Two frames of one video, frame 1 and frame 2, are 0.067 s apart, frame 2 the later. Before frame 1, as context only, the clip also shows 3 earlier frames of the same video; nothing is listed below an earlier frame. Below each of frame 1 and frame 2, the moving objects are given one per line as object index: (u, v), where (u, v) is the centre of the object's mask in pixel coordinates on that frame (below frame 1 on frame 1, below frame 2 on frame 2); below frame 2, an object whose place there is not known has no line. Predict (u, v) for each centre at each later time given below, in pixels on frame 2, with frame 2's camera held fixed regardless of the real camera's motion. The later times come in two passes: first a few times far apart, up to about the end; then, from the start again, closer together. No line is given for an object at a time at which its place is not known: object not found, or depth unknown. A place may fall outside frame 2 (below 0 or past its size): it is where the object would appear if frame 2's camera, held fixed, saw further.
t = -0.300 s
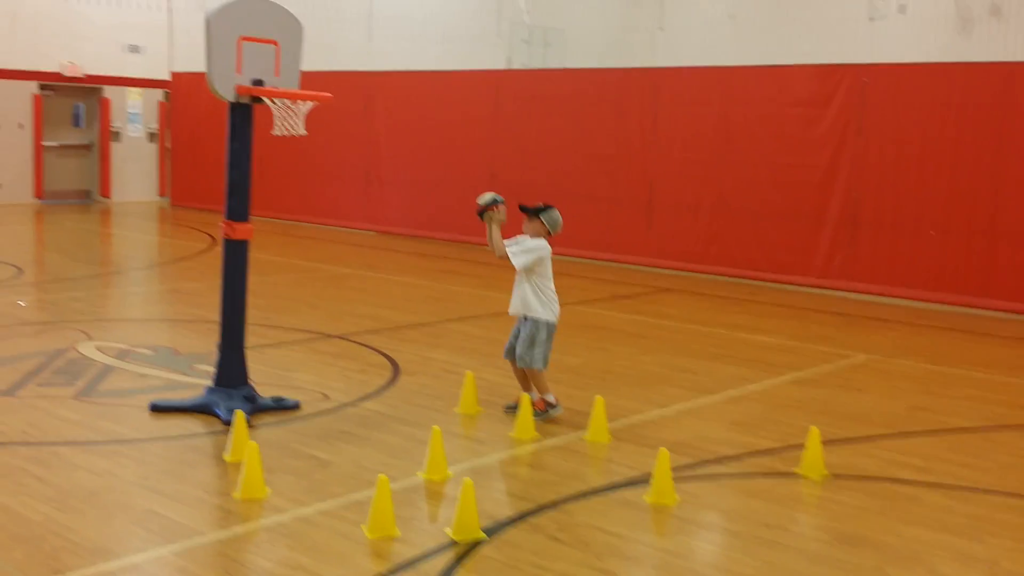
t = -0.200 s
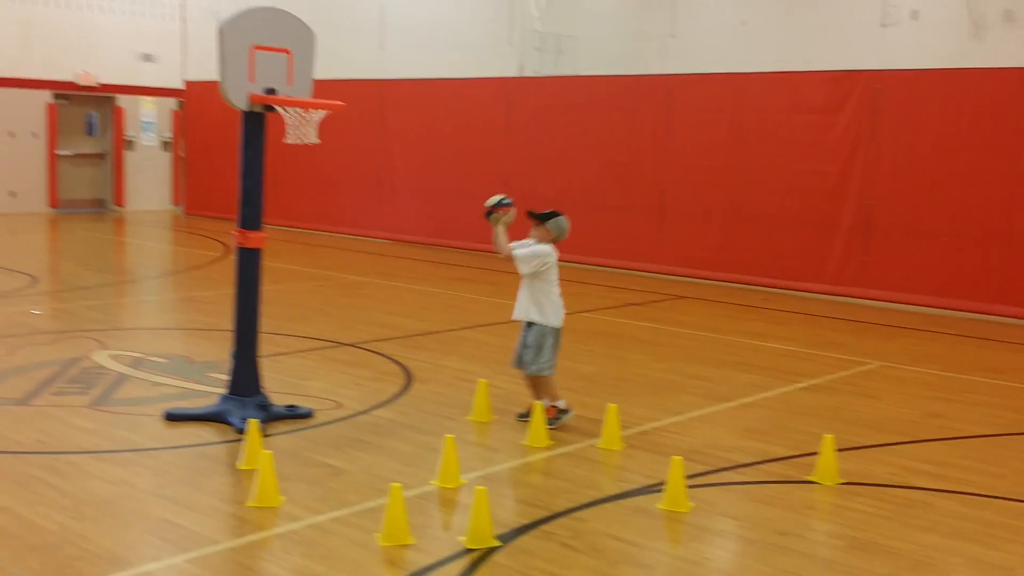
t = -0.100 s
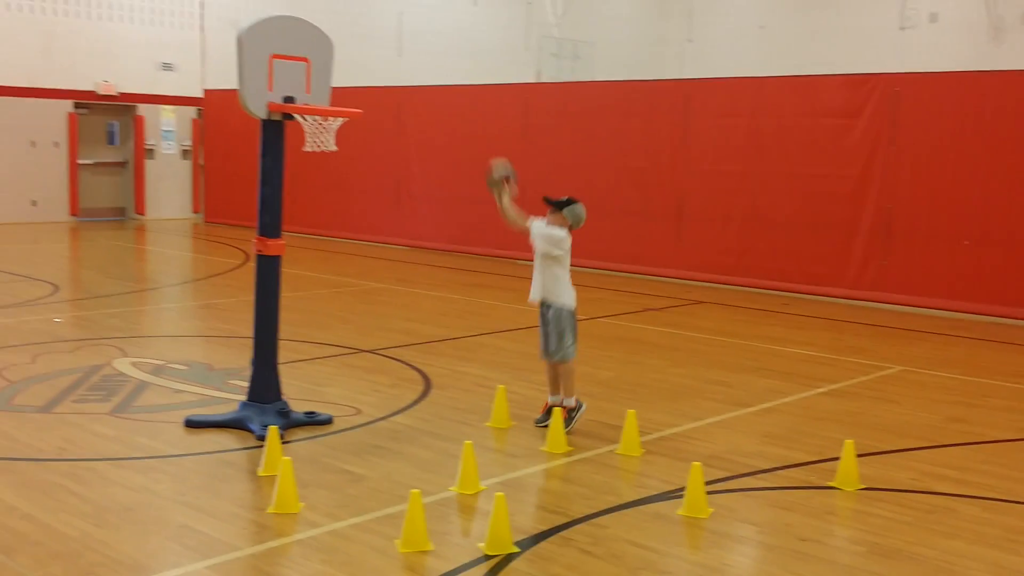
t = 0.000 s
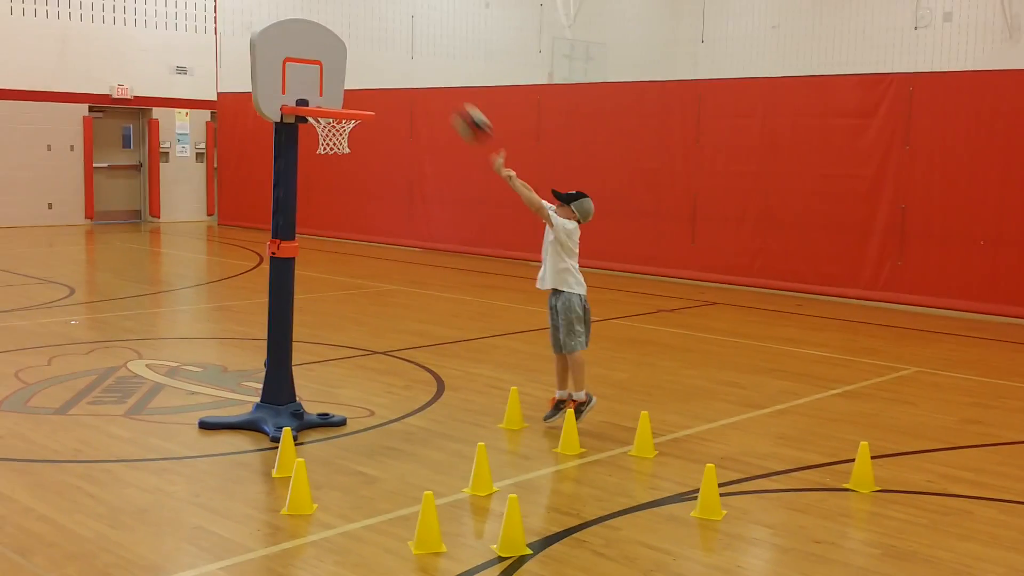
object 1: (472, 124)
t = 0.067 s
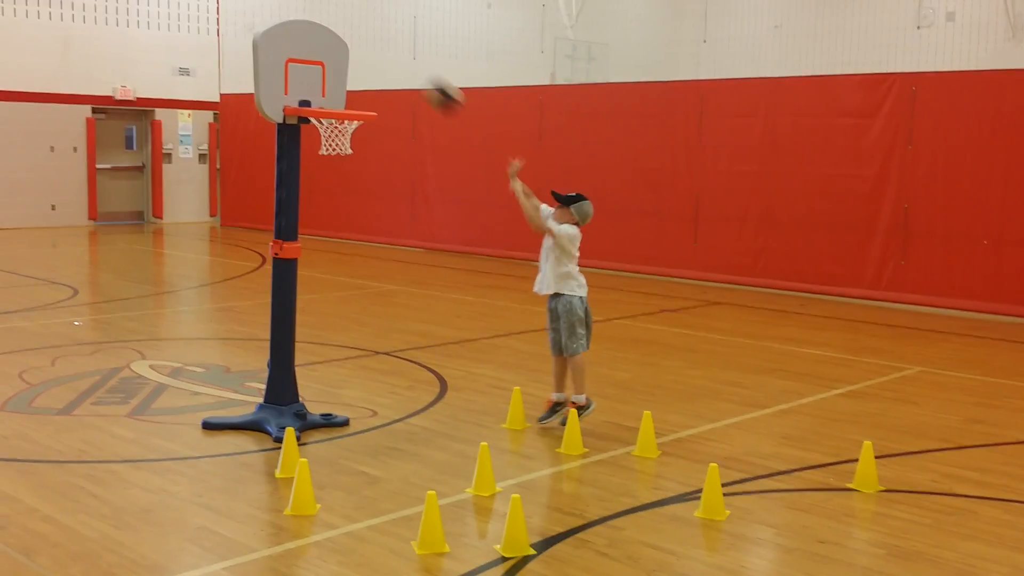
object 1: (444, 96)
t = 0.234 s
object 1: (363, 55)
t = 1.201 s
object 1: (437, 246)
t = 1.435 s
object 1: (471, 405)
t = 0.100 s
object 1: (426, 83)
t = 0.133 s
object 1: (408, 72)
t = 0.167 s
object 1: (393, 64)
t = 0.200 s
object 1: (378, 58)
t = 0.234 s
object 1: (363, 55)
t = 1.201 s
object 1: (437, 246)
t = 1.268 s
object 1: (448, 301)
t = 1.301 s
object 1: (453, 333)
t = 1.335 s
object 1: (459, 366)
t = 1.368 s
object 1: (463, 402)
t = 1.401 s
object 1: (467, 430)
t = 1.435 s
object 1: (471, 405)
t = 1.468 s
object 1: (476, 381)
